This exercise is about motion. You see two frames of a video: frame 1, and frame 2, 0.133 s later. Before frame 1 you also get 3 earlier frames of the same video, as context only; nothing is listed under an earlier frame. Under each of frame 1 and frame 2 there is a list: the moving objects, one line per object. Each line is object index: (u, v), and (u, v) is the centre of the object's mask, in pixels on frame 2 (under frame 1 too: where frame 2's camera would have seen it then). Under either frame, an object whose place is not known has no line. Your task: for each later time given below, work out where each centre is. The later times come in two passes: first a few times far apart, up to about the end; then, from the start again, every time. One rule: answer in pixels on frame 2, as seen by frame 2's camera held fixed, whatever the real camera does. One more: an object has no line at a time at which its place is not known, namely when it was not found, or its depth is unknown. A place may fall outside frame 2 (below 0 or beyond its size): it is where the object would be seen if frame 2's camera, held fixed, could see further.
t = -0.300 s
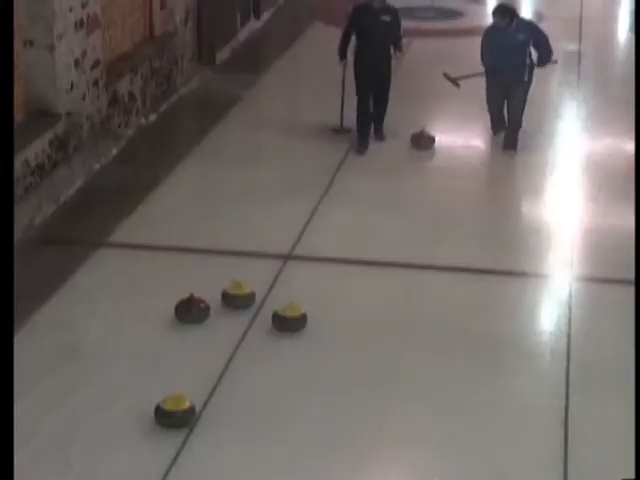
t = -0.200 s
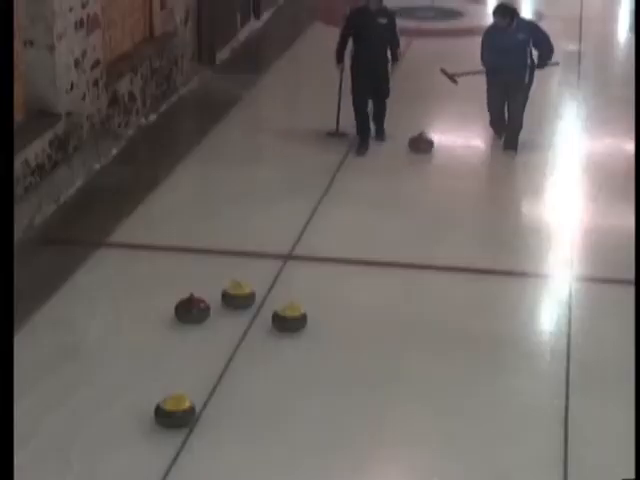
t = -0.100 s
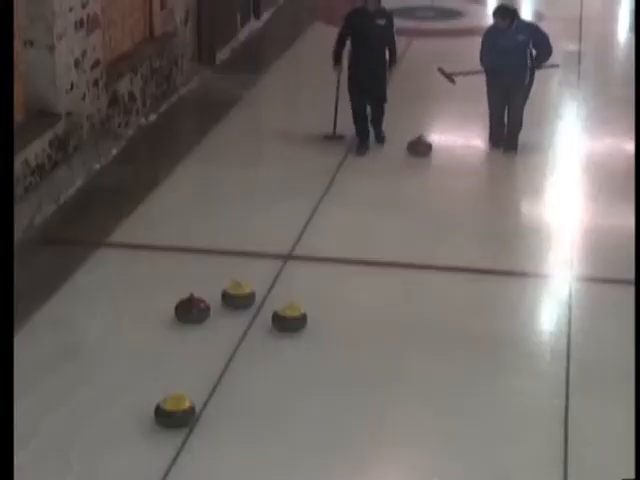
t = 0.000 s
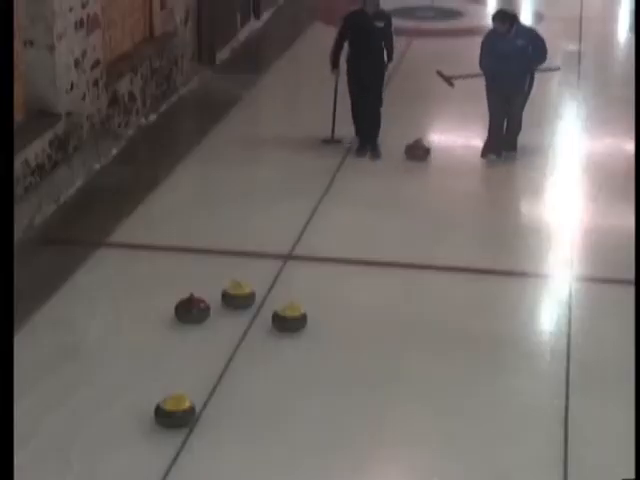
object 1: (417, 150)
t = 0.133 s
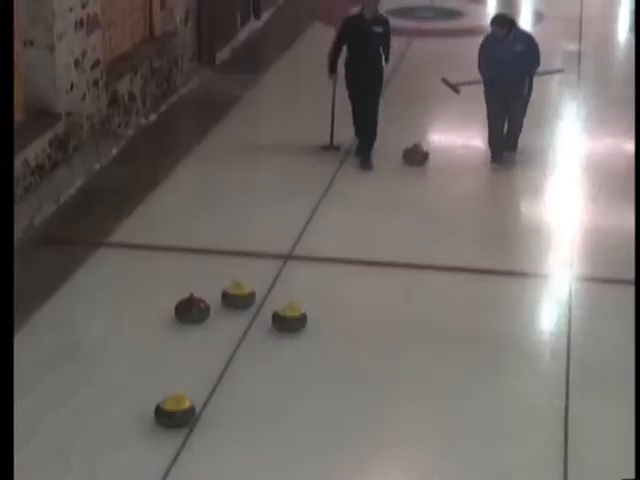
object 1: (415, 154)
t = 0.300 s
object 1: (412, 161)
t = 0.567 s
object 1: (407, 170)
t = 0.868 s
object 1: (401, 182)
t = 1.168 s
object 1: (396, 194)
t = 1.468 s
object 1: (389, 206)
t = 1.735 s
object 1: (383, 217)
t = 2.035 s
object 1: (377, 231)
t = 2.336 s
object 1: (370, 244)
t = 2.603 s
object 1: (364, 256)
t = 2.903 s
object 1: (356, 269)
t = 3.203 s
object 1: (349, 283)
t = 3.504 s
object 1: (341, 297)
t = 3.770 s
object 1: (334, 309)
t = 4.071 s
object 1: (326, 323)
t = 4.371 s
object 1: (318, 337)
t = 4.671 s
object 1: (309, 351)
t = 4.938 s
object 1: (301, 364)
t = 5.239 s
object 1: (292, 379)
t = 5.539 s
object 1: (283, 393)
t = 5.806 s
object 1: (274, 407)
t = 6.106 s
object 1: (265, 421)
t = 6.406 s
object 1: (255, 437)
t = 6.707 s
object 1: (245, 451)
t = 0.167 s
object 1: (414, 156)
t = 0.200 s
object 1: (414, 157)
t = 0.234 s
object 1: (413, 158)
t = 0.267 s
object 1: (413, 159)
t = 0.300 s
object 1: (412, 161)
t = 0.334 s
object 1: (411, 161)
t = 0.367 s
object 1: (411, 163)
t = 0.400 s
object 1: (411, 164)
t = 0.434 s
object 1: (410, 165)
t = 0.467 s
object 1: (409, 167)
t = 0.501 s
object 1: (409, 168)
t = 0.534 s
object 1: (408, 169)
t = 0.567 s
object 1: (407, 170)
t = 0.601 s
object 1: (407, 172)
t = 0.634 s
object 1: (406, 173)
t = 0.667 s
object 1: (406, 174)
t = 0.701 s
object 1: (405, 175)
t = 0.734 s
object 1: (404, 177)
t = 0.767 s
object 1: (404, 178)
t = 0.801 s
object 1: (403, 179)
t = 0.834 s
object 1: (403, 180)
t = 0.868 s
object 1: (401, 182)
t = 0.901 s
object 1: (401, 183)
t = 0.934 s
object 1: (400, 184)
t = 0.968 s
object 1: (399, 186)
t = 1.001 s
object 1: (399, 187)
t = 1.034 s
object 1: (398, 189)
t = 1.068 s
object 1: (397, 190)
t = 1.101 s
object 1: (397, 191)
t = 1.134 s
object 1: (396, 192)
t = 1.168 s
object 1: (396, 194)
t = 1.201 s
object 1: (394, 195)
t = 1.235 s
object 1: (394, 197)
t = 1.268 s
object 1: (393, 198)
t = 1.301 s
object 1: (393, 200)
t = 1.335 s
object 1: (392, 201)
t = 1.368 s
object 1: (391, 202)
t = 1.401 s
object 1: (391, 203)
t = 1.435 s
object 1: (390, 205)
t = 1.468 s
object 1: (389, 206)
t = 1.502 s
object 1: (388, 208)
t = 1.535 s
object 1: (388, 209)
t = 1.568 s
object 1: (387, 210)
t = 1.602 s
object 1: (386, 212)
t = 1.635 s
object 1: (386, 213)
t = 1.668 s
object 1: (385, 215)
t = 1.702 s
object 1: (384, 216)
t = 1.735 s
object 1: (383, 217)
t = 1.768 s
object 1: (382, 219)
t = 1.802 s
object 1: (382, 220)
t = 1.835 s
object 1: (381, 222)
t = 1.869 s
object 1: (380, 223)
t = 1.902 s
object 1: (380, 225)
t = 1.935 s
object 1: (379, 226)
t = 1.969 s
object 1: (378, 228)
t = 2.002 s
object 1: (378, 229)
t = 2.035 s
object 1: (377, 231)
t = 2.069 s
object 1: (376, 232)
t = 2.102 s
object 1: (375, 234)
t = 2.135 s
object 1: (375, 235)
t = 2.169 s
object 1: (374, 237)
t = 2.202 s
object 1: (373, 238)
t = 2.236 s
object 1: (372, 240)
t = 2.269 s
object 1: (372, 241)
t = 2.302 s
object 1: (371, 243)
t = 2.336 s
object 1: (370, 244)
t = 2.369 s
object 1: (369, 245)
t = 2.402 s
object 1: (368, 248)
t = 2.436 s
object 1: (367, 250)
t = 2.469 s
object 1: (367, 251)
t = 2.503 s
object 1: (366, 252)
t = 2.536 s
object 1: (365, 253)
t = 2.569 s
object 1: (365, 254)
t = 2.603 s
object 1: (364, 256)
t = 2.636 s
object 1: (363, 257)
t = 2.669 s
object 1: (362, 259)
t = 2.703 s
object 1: (361, 260)
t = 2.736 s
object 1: (360, 261)
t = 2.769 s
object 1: (359, 263)
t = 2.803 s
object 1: (359, 265)
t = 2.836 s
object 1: (358, 266)
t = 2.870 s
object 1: (357, 268)
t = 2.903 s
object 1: (356, 269)
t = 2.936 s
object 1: (355, 270)
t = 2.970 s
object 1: (354, 272)
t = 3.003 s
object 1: (354, 273)
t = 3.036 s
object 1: (353, 275)
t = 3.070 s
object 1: (352, 276)
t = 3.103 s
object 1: (351, 278)
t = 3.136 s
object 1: (350, 280)
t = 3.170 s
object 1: (350, 281)
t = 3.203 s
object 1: (349, 283)
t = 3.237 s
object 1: (348, 285)
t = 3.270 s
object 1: (347, 286)
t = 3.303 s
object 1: (346, 288)
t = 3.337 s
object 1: (345, 289)
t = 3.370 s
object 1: (344, 290)
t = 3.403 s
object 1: (344, 292)
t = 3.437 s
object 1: (343, 293)
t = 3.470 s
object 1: (342, 295)
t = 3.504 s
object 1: (341, 297)
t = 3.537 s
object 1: (340, 298)
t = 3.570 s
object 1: (339, 300)
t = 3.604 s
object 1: (338, 301)
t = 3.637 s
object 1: (337, 303)
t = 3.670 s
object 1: (336, 304)
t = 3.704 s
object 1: (336, 306)
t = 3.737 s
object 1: (335, 307)
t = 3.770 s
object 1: (334, 309)
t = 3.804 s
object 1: (333, 310)
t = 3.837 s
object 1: (332, 312)
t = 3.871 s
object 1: (332, 313)
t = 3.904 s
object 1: (331, 315)
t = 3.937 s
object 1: (330, 316)
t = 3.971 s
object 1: (329, 318)
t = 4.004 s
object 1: (328, 319)
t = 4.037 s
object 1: (327, 321)
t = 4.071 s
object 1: (326, 323)
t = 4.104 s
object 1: (325, 324)
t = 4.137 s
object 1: (324, 326)
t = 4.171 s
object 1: (324, 328)
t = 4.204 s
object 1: (323, 329)
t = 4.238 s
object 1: (322, 330)
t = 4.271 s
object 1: (321, 332)
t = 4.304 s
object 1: (320, 334)
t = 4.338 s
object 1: (319, 335)
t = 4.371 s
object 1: (318, 337)
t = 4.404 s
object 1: (317, 338)
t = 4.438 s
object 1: (316, 340)
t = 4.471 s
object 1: (315, 341)
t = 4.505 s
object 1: (314, 343)
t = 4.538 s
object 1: (313, 345)
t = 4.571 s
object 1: (312, 346)
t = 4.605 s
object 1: (311, 348)
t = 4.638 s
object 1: (310, 349)
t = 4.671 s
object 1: (309, 351)
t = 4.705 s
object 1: (308, 353)
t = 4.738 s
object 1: (307, 355)
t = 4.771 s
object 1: (306, 356)
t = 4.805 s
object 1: (305, 358)
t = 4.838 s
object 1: (304, 360)
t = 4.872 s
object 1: (303, 361)
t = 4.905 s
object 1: (302, 363)
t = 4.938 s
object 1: (301, 364)
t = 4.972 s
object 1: (300, 366)
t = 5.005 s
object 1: (299, 368)
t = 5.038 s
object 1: (298, 369)
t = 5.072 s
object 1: (297, 371)
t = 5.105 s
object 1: (296, 372)
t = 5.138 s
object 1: (295, 374)
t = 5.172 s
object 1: (294, 376)
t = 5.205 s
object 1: (293, 377)
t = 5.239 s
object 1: (292, 379)
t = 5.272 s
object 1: (291, 381)
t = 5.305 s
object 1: (290, 382)
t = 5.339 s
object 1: (289, 384)
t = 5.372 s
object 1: (288, 385)
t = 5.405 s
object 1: (287, 387)
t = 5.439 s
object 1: (286, 389)
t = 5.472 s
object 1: (285, 390)
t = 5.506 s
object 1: (284, 392)
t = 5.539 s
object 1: (283, 393)
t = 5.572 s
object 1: (281, 395)
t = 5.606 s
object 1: (280, 397)
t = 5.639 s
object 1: (279, 399)
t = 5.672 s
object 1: (278, 400)
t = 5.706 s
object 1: (277, 401)
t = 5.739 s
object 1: (276, 403)
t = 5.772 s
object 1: (275, 405)
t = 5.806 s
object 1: (274, 407)
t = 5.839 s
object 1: (273, 408)
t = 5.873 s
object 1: (272, 410)
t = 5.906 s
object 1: (271, 412)
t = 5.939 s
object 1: (270, 413)
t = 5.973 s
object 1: (269, 415)
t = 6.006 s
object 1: (268, 417)
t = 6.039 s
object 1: (267, 418)
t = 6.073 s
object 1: (266, 419)
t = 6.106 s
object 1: (265, 421)
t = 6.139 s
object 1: (264, 423)
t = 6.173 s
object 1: (263, 425)
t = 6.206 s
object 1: (262, 427)
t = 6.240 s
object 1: (260, 428)
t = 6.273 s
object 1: (259, 430)
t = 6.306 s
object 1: (258, 432)
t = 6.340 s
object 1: (257, 433)
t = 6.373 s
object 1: (256, 435)
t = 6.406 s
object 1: (255, 437)
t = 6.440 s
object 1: (254, 438)
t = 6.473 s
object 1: (253, 440)
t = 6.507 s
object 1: (252, 441)
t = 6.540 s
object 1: (250, 443)
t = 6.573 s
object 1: (249, 445)
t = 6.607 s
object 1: (248, 447)
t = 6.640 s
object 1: (247, 449)
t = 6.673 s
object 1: (246, 450)
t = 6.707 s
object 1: (245, 451)
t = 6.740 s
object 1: (244, 453)
